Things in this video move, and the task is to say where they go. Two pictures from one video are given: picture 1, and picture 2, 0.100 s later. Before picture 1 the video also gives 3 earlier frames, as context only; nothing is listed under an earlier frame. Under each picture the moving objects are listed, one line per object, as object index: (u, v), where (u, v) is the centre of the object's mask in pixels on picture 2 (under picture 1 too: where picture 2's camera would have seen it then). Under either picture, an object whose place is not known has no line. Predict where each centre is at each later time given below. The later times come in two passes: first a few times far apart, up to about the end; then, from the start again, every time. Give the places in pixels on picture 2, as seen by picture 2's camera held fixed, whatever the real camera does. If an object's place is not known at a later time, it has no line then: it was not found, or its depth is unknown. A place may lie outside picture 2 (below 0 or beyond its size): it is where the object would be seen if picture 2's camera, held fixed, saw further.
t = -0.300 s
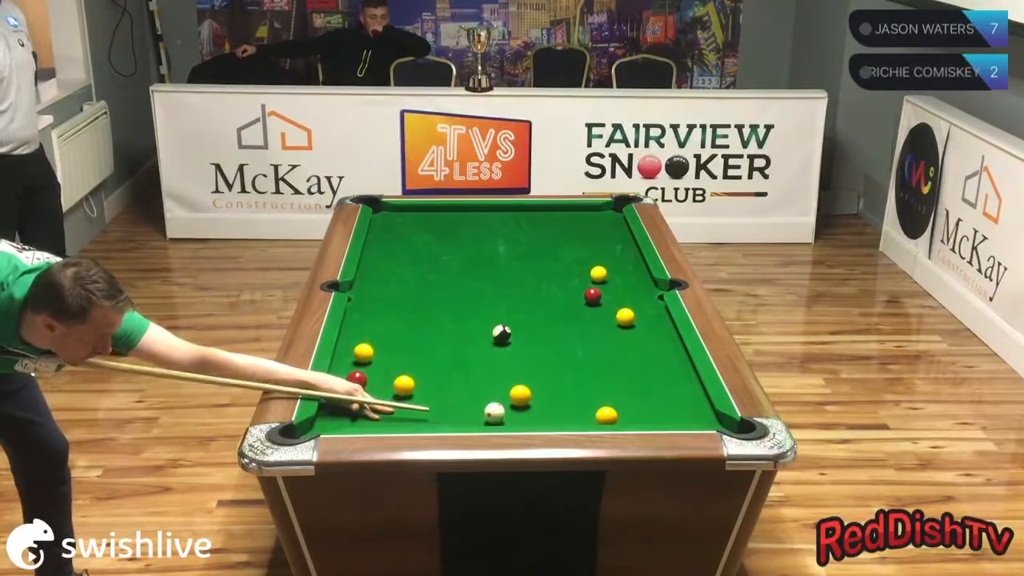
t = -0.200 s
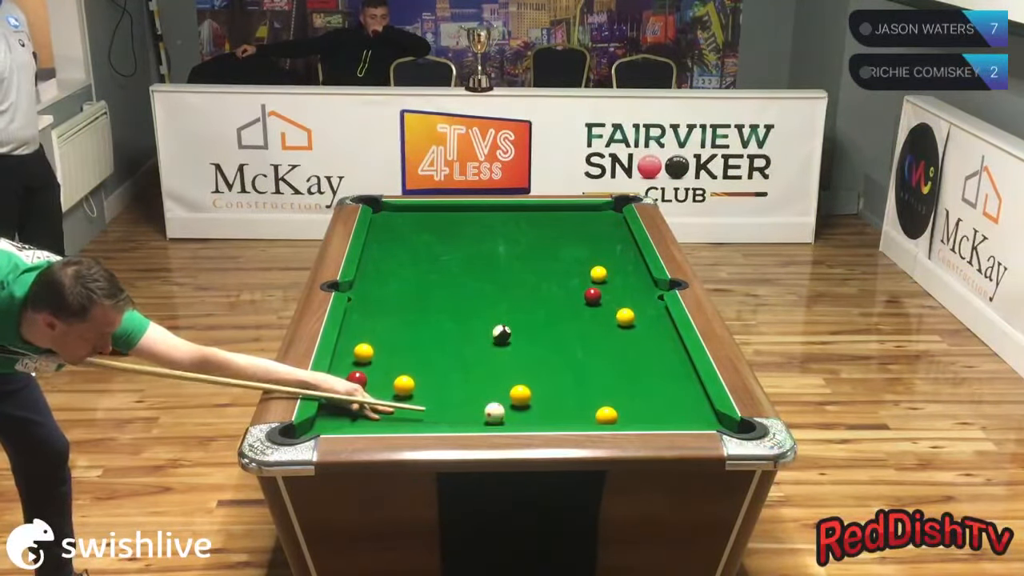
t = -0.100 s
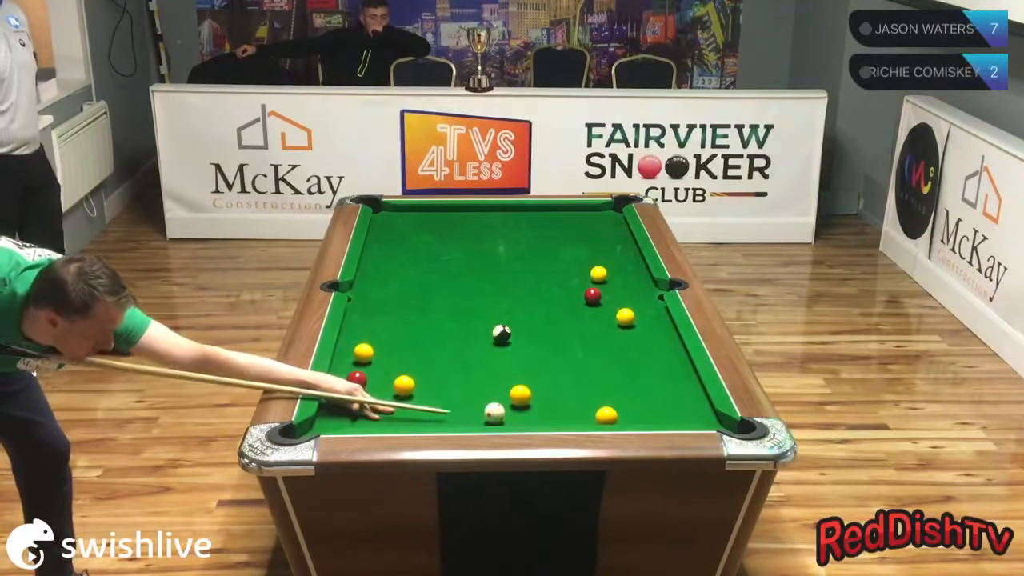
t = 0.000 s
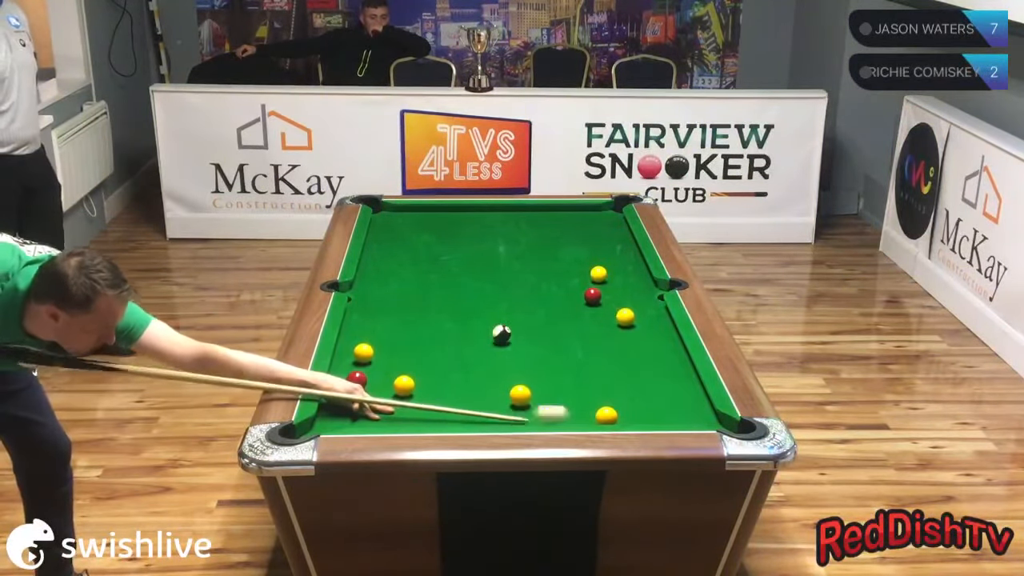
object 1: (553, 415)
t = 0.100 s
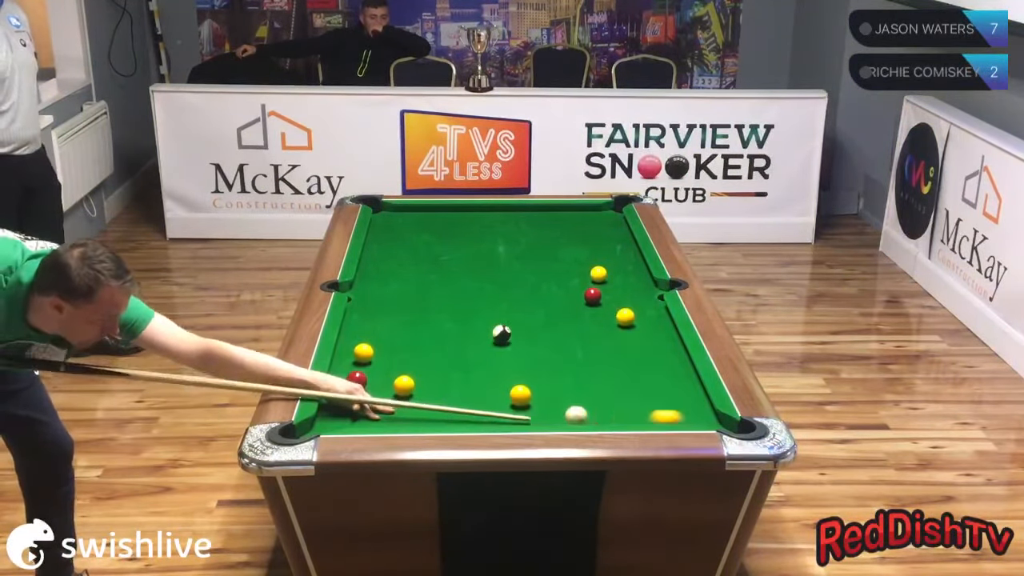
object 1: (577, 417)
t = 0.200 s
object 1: (554, 414)
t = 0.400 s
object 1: (504, 411)
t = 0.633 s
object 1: (449, 407)
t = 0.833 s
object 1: (404, 405)
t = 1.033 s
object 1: (361, 401)
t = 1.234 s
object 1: (337, 399)
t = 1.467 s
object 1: (367, 396)
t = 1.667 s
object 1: (390, 394)
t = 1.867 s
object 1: (401, 396)
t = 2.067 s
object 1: (411, 398)
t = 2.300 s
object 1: (421, 400)
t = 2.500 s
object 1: (429, 401)
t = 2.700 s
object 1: (436, 403)
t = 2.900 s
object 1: (441, 404)
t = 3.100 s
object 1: (445, 405)
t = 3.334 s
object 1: (449, 405)
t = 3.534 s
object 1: (450, 405)
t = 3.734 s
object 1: (450, 406)
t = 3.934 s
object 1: (450, 406)
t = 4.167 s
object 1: (450, 405)
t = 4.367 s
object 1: (450, 405)
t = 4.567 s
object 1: (450, 405)
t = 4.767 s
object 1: (450, 406)
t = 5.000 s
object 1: (450, 406)
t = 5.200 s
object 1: (450, 406)
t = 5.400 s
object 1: (450, 406)
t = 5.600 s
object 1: (450, 406)
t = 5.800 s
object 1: (450, 406)
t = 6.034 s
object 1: (450, 406)
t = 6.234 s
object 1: (450, 406)
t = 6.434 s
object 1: (450, 406)
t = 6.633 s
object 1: (450, 406)
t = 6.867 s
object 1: (450, 406)
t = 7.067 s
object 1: (450, 406)
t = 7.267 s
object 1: (450, 405)
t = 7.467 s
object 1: (450, 406)
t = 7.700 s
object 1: (450, 406)
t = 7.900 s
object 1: (450, 406)
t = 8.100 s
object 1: (450, 406)
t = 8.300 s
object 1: (450, 406)
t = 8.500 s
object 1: (450, 406)
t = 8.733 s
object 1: (450, 406)
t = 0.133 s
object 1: (569, 414)
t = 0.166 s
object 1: (562, 414)
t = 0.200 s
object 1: (554, 414)
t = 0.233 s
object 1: (546, 413)
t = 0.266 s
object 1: (537, 413)
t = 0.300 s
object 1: (529, 413)
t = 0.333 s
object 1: (520, 412)
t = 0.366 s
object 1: (512, 412)
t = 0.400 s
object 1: (504, 411)
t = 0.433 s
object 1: (496, 411)
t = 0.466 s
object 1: (488, 410)
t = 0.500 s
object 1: (480, 410)
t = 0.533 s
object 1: (472, 409)
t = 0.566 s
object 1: (464, 408)
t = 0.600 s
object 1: (456, 408)
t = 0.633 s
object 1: (449, 407)
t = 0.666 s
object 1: (441, 407)
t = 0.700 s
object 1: (434, 407)
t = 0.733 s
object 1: (426, 406)
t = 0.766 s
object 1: (419, 406)
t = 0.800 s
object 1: (412, 405)
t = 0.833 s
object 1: (404, 405)
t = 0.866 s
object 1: (396, 404)
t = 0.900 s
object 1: (389, 404)
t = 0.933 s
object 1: (382, 403)
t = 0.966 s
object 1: (375, 403)
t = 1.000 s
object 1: (368, 402)
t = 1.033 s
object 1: (361, 401)
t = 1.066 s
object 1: (354, 401)
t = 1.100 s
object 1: (347, 401)
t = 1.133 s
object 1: (340, 401)
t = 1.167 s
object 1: (334, 400)
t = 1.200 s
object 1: (332, 399)
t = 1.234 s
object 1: (337, 399)
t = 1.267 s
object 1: (341, 398)
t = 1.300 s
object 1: (346, 398)
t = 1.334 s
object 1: (350, 397)
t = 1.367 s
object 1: (354, 397)
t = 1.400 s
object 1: (359, 396)
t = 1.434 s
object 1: (363, 396)
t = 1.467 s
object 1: (367, 396)
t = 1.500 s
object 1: (371, 395)
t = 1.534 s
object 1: (375, 395)
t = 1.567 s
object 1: (379, 395)
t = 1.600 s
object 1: (383, 394)
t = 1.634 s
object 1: (387, 394)
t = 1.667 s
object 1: (390, 394)
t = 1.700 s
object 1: (392, 394)
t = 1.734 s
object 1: (394, 394)
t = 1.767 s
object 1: (395, 395)
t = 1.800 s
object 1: (397, 396)
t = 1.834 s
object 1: (399, 396)
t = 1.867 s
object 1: (401, 396)
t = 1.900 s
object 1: (403, 396)
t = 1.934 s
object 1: (404, 397)
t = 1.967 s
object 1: (406, 397)
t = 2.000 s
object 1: (408, 397)
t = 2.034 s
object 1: (409, 397)
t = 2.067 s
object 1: (411, 398)
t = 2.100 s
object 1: (412, 398)
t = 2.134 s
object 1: (414, 398)
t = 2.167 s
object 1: (415, 399)
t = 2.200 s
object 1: (417, 399)
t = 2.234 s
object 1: (419, 399)
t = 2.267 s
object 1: (420, 400)
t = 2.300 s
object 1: (421, 400)
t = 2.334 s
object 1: (423, 401)
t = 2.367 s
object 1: (424, 400)
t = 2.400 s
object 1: (425, 401)
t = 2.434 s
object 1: (427, 401)
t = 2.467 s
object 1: (428, 401)
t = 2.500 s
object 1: (429, 401)
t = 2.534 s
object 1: (430, 402)
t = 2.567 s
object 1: (431, 402)
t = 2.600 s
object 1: (433, 402)
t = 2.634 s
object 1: (434, 402)
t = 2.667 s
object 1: (435, 402)
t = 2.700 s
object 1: (436, 403)
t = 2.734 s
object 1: (437, 403)
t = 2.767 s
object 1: (438, 403)
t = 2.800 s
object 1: (439, 403)
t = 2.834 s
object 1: (439, 404)
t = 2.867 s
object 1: (440, 404)
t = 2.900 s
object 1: (441, 404)
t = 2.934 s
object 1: (442, 404)
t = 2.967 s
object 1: (443, 404)
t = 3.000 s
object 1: (443, 404)
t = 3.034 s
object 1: (444, 405)
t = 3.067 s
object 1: (445, 405)
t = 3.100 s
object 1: (445, 405)
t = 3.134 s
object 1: (446, 405)
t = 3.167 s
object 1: (446, 405)
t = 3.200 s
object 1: (447, 405)
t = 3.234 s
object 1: (447, 405)
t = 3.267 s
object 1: (448, 405)
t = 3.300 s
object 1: (448, 405)
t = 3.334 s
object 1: (449, 405)
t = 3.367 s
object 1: (449, 405)
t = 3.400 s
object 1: (449, 405)
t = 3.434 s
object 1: (449, 405)
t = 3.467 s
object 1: (450, 405)
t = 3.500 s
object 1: (450, 405)
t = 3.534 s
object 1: (450, 405)
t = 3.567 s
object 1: (450, 406)
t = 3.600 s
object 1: (450, 406)
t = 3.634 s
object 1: (450, 406)
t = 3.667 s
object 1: (450, 406)
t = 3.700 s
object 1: (450, 406)
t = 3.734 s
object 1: (450, 406)
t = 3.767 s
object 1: (450, 406)
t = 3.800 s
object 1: (450, 406)
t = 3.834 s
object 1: (450, 406)
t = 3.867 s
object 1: (450, 406)
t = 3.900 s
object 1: (450, 406)
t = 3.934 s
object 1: (450, 406)
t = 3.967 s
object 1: (450, 406)
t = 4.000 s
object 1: (450, 405)
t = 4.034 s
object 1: (450, 405)
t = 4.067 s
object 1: (450, 405)
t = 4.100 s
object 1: (450, 405)
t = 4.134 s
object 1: (450, 405)
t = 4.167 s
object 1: (450, 405)
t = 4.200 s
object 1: (450, 405)
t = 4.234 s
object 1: (450, 405)
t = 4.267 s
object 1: (450, 405)
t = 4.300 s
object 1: (450, 405)
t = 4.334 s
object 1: (450, 405)
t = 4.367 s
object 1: (450, 405)
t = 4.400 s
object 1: (450, 405)
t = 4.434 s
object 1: (450, 405)
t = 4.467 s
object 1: (450, 405)
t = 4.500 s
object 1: (450, 405)
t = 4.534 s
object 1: (450, 405)
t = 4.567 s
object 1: (450, 405)
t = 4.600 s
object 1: (450, 405)
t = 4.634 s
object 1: (450, 405)
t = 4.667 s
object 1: (450, 405)
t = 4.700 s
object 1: (450, 405)
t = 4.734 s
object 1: (450, 406)
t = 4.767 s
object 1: (450, 406)
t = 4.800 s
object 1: (450, 406)
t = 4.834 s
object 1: (450, 406)
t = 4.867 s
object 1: (450, 405)
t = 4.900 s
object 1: (450, 406)
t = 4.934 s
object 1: (450, 406)
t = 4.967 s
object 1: (450, 406)
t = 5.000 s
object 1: (450, 406)
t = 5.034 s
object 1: (450, 406)
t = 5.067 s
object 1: (450, 406)
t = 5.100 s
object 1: (450, 405)
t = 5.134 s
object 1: (450, 406)
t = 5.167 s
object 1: (450, 406)
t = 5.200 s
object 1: (450, 406)
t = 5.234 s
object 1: (450, 406)
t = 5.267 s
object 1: (450, 406)
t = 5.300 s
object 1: (450, 406)
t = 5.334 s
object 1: (450, 406)
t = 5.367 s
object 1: (450, 406)
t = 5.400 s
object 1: (450, 406)
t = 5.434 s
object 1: (450, 406)
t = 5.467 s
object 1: (450, 406)
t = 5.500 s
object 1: (450, 406)
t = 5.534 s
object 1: (450, 406)
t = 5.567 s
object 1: (450, 406)
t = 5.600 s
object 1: (450, 406)
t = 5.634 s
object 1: (450, 406)
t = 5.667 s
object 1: (450, 406)
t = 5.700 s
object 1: (450, 406)
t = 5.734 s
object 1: (450, 406)
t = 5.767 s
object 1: (450, 406)
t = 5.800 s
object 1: (450, 406)
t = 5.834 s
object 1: (450, 406)
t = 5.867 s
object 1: (450, 406)
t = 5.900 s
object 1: (450, 406)
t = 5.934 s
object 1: (450, 406)
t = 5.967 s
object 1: (450, 406)
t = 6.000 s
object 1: (450, 406)
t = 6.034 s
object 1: (450, 406)
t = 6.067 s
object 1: (450, 406)
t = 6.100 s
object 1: (450, 406)
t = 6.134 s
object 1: (450, 406)
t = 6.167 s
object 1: (450, 406)
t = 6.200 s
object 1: (450, 406)
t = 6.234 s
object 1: (450, 406)
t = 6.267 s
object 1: (450, 406)
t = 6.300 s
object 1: (450, 406)
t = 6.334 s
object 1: (450, 406)
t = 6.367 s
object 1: (450, 406)
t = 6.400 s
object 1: (450, 406)
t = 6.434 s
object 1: (450, 406)
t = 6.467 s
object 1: (450, 406)
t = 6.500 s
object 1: (450, 406)
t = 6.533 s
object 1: (450, 406)
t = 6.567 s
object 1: (450, 406)
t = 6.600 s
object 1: (450, 406)
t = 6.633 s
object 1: (450, 406)
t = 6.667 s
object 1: (450, 406)
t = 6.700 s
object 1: (450, 406)
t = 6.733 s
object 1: (450, 406)
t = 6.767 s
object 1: (450, 406)
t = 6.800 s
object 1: (450, 406)
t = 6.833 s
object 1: (450, 406)
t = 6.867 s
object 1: (450, 406)
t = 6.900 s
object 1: (450, 406)
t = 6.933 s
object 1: (450, 406)
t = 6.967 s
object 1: (450, 406)
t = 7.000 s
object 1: (450, 406)
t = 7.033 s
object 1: (450, 406)
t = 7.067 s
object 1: (450, 406)
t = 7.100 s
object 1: (450, 406)
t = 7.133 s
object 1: (450, 405)
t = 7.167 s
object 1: (450, 405)
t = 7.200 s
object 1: (450, 405)
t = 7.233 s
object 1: (450, 405)
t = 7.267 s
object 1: (450, 405)
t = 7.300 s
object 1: (450, 405)
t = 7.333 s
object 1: (450, 405)
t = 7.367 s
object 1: (450, 405)
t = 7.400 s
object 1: (450, 406)
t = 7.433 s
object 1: (450, 406)
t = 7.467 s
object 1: (450, 406)
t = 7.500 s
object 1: (450, 406)
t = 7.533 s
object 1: (450, 406)
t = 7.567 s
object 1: (450, 406)
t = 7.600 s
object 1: (450, 406)
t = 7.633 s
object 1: (450, 406)
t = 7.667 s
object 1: (450, 406)
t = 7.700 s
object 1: (450, 406)
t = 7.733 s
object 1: (450, 406)
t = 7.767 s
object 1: (450, 406)
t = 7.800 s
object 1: (450, 406)
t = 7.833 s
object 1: (450, 406)
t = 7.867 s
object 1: (450, 406)
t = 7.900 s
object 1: (450, 406)
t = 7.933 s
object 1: (450, 406)
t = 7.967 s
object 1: (450, 406)
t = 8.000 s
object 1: (450, 406)
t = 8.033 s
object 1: (450, 406)
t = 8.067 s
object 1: (450, 406)
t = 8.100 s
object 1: (450, 406)
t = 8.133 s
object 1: (450, 406)
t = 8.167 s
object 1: (450, 406)
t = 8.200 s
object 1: (450, 406)
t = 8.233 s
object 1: (450, 406)
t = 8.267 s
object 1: (450, 406)
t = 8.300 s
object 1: (450, 406)
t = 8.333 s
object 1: (450, 406)
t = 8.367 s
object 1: (450, 406)
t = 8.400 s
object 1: (450, 406)
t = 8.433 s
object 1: (450, 406)
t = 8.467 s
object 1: (450, 406)
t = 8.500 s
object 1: (450, 406)
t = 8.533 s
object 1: (450, 406)
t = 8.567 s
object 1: (450, 406)
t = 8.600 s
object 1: (450, 406)
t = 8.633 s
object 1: (450, 406)
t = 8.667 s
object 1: (450, 406)
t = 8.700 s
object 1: (450, 406)
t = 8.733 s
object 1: (450, 406)
